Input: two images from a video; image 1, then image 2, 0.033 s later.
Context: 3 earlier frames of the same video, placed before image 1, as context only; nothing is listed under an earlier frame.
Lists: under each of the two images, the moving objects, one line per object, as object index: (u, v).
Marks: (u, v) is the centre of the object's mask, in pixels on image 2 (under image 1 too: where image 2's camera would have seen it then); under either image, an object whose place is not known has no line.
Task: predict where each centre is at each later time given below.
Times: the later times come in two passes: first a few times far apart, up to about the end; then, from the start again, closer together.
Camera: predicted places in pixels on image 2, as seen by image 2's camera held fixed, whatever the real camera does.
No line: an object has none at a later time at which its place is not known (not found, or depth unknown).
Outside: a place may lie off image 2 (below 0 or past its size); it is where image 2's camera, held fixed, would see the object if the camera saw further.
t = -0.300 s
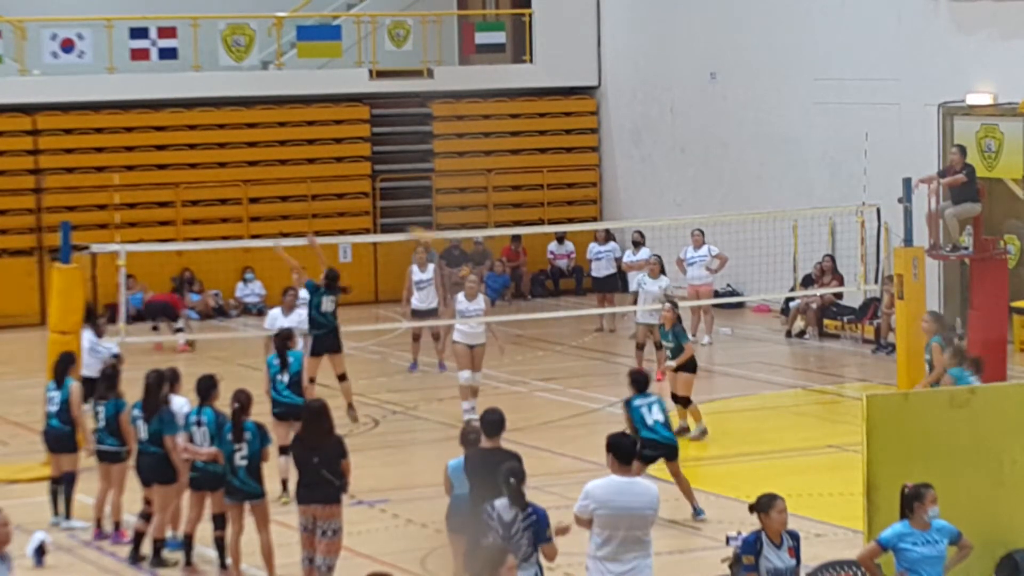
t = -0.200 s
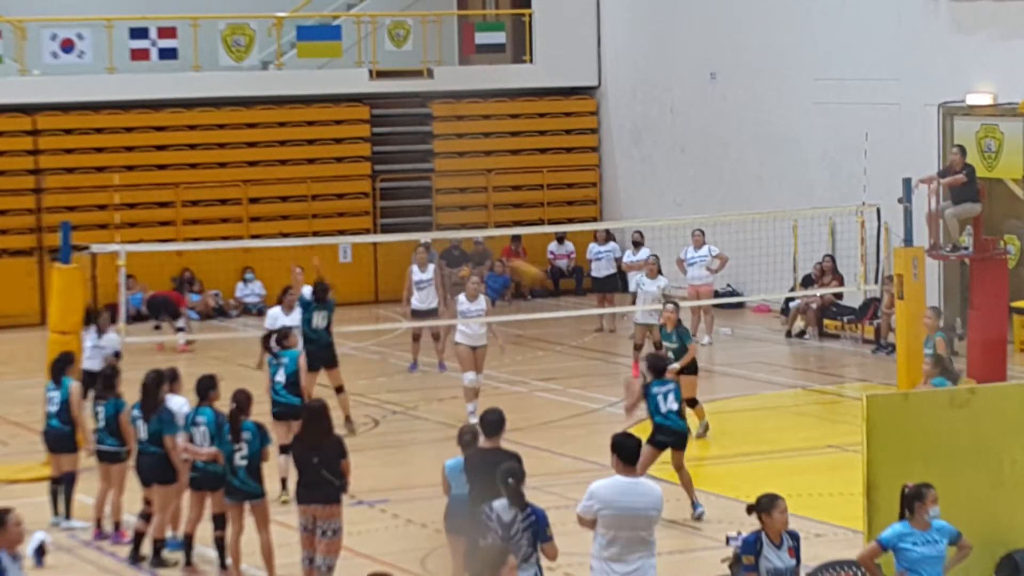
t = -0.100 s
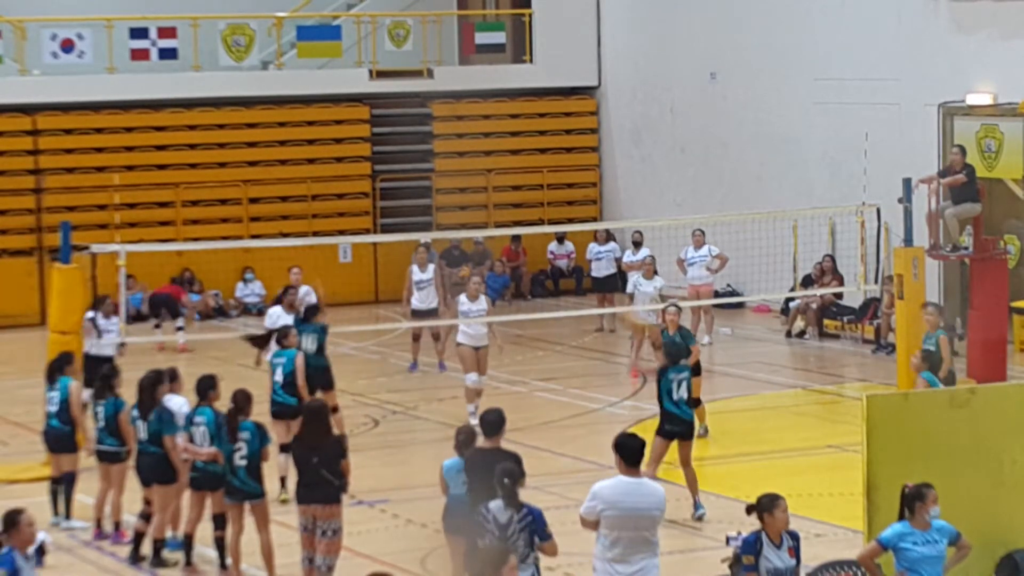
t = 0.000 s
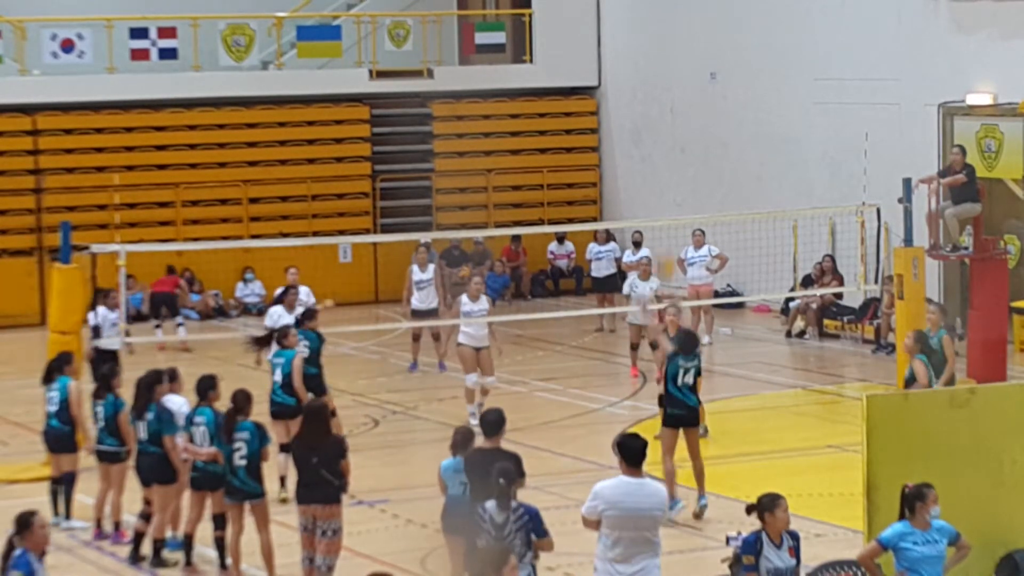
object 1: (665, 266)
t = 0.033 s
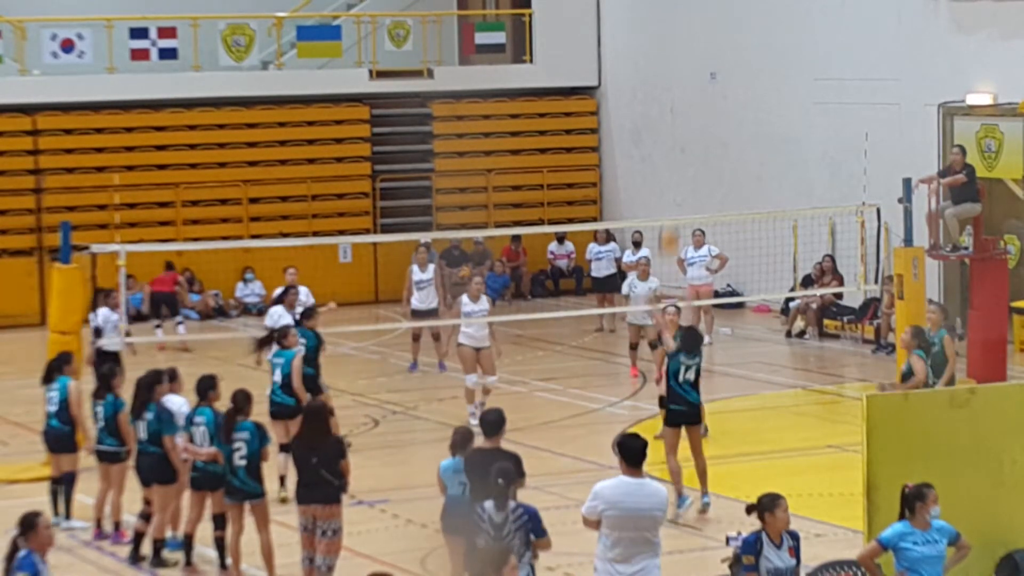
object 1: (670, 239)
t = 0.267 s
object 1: (698, 97)
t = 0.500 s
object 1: (726, 17)
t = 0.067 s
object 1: (673, 215)
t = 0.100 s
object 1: (678, 192)
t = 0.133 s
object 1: (681, 171)
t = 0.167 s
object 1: (685, 150)
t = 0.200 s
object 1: (689, 132)
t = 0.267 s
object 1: (698, 97)
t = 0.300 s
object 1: (702, 82)
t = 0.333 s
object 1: (707, 67)
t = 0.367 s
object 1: (711, 55)
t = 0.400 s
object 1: (714, 45)
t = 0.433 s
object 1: (718, 33)
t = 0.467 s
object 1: (722, 25)
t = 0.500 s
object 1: (726, 17)
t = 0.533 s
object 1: (729, 12)
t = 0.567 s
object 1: (733, 7)
